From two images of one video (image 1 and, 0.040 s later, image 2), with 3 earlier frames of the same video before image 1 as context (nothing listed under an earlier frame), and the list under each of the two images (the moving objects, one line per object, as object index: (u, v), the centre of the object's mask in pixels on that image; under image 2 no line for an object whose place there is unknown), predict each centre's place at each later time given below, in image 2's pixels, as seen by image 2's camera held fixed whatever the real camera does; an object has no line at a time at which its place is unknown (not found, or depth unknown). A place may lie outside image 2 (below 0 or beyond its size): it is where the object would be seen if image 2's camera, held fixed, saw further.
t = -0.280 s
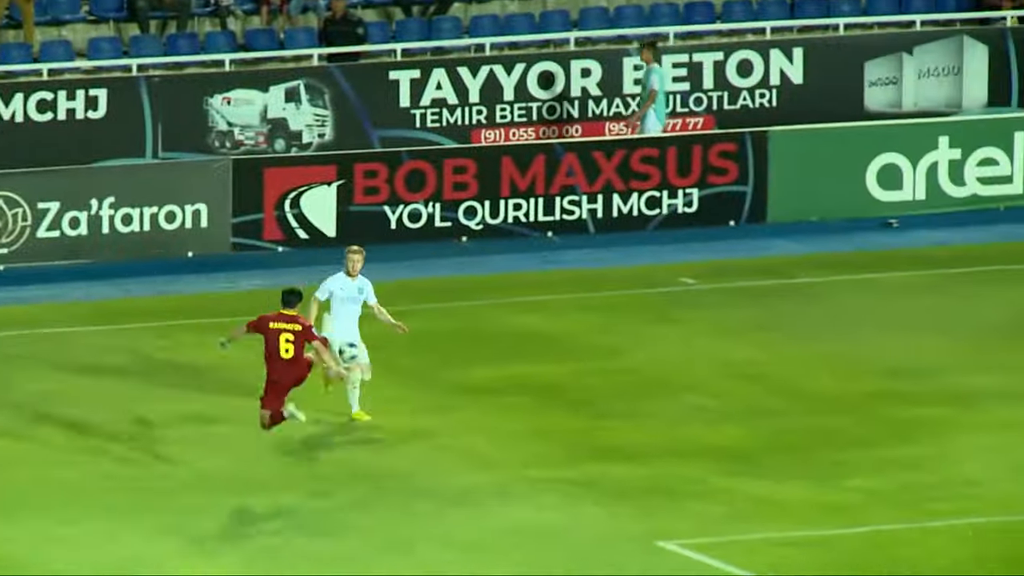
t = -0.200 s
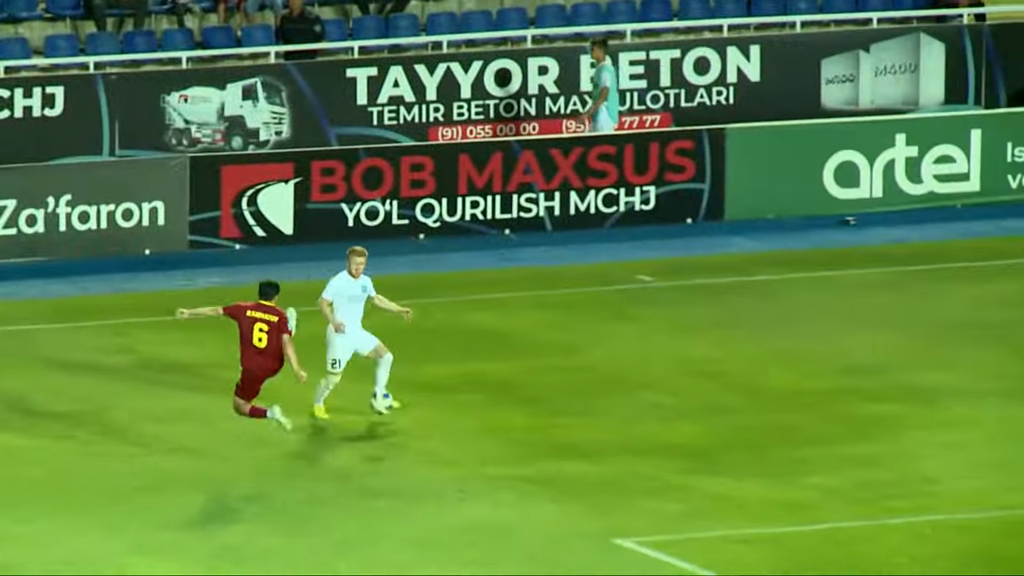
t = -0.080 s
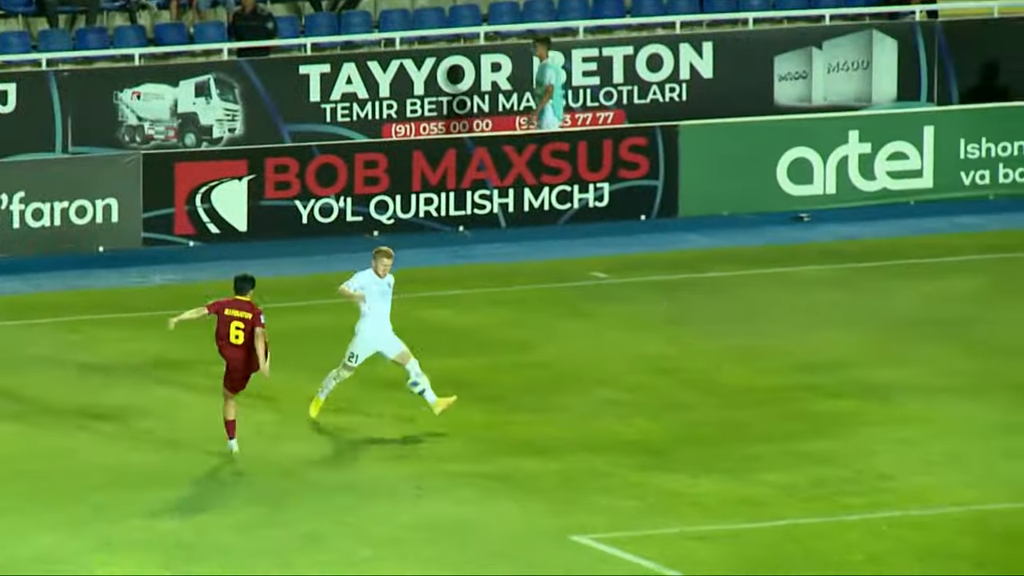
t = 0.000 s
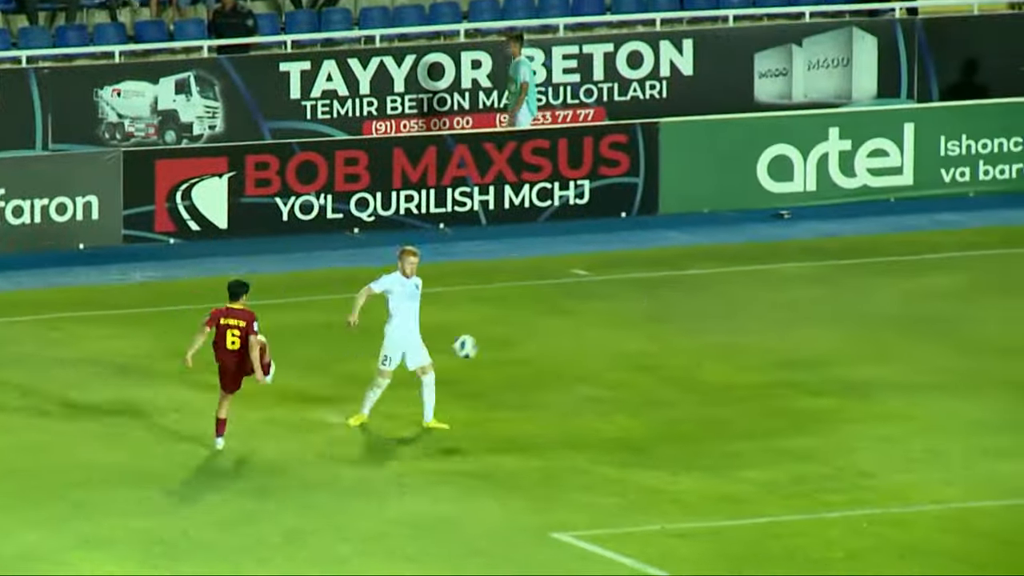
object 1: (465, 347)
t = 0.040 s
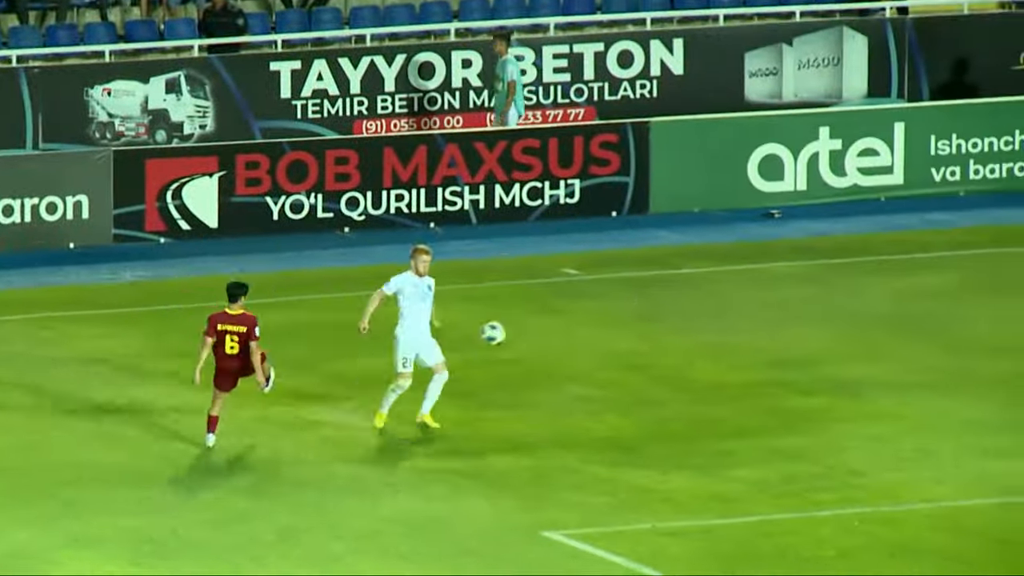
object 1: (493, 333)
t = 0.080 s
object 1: (532, 322)
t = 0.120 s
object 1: (570, 314)
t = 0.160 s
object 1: (609, 306)
